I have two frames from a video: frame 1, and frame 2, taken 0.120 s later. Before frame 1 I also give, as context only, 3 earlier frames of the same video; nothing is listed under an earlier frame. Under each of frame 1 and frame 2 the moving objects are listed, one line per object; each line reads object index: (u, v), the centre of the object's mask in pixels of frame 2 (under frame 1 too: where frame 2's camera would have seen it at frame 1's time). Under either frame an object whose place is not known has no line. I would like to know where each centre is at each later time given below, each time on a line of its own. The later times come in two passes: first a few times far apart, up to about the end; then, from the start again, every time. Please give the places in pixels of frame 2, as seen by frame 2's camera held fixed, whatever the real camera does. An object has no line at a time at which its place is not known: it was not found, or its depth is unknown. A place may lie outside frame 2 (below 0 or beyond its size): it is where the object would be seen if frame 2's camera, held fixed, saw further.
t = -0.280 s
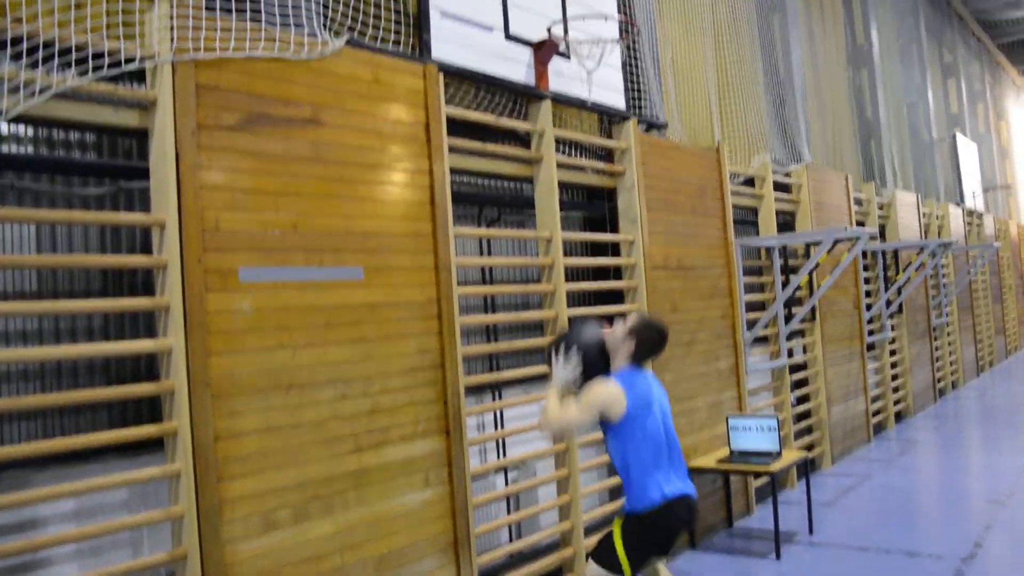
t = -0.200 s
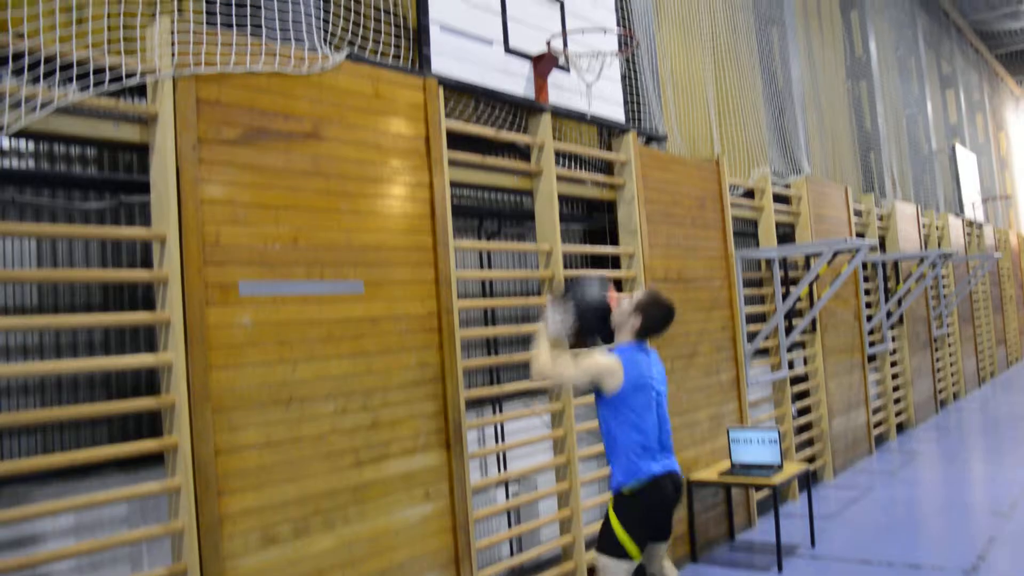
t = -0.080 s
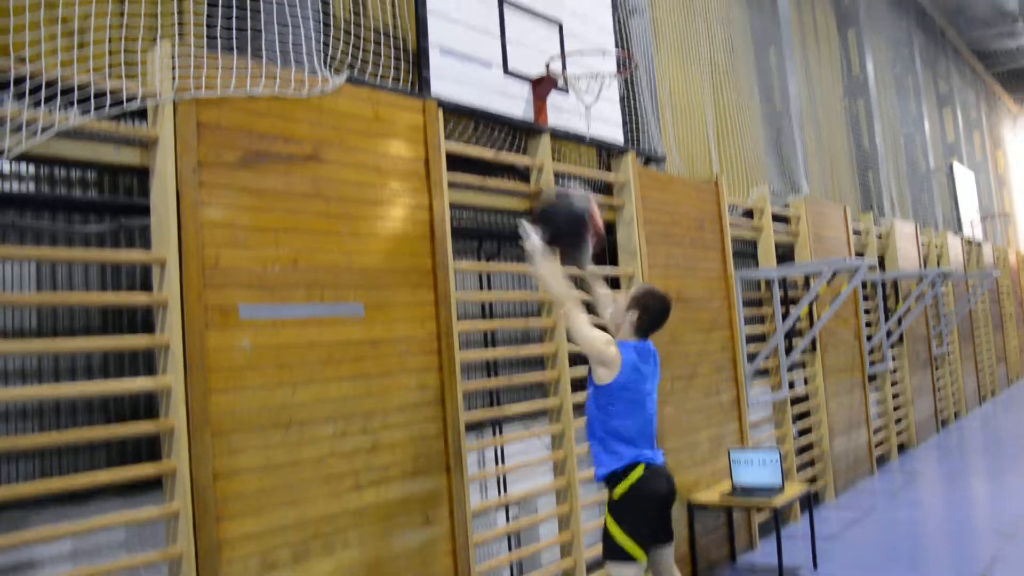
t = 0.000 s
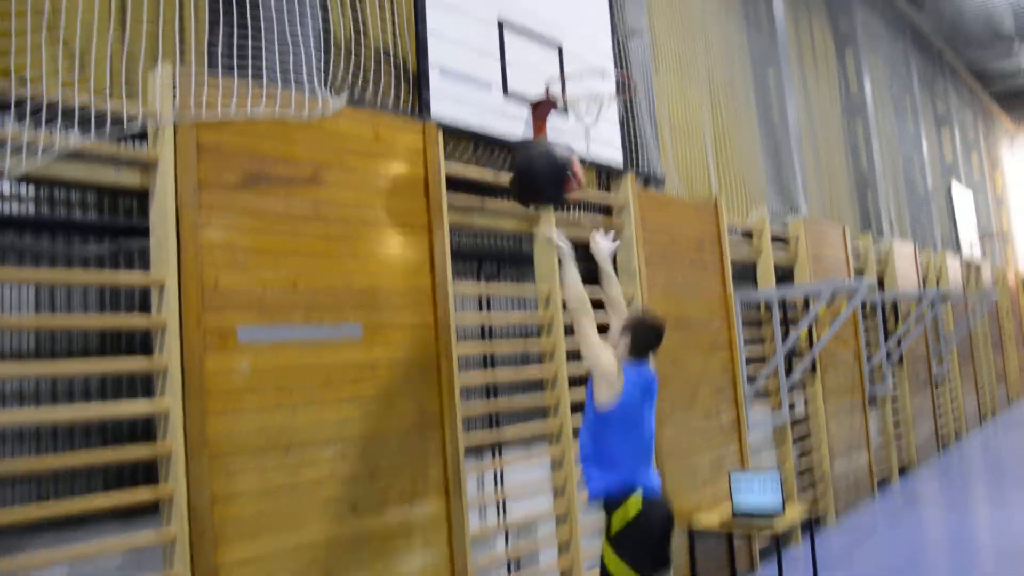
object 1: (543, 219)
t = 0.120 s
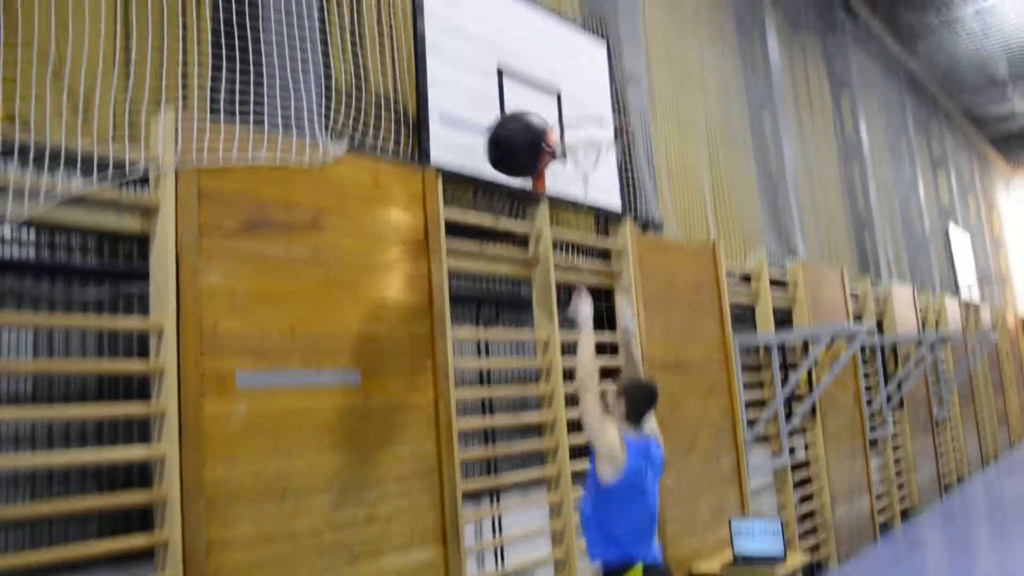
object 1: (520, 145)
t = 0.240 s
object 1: (498, 101)
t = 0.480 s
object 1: (481, 92)
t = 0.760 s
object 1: (512, 216)
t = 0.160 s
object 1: (513, 127)
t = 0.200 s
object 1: (505, 113)
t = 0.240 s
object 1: (498, 101)
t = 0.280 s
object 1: (492, 93)
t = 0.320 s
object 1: (486, 88)
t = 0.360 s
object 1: (480, 86)
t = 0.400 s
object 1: (476, 87)
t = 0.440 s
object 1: (478, 88)
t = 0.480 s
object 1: (481, 92)
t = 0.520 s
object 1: (485, 99)
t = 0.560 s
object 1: (489, 109)
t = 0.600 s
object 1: (492, 123)
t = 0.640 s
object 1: (497, 140)
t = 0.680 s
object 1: (502, 163)
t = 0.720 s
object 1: (508, 188)
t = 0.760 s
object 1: (512, 216)
